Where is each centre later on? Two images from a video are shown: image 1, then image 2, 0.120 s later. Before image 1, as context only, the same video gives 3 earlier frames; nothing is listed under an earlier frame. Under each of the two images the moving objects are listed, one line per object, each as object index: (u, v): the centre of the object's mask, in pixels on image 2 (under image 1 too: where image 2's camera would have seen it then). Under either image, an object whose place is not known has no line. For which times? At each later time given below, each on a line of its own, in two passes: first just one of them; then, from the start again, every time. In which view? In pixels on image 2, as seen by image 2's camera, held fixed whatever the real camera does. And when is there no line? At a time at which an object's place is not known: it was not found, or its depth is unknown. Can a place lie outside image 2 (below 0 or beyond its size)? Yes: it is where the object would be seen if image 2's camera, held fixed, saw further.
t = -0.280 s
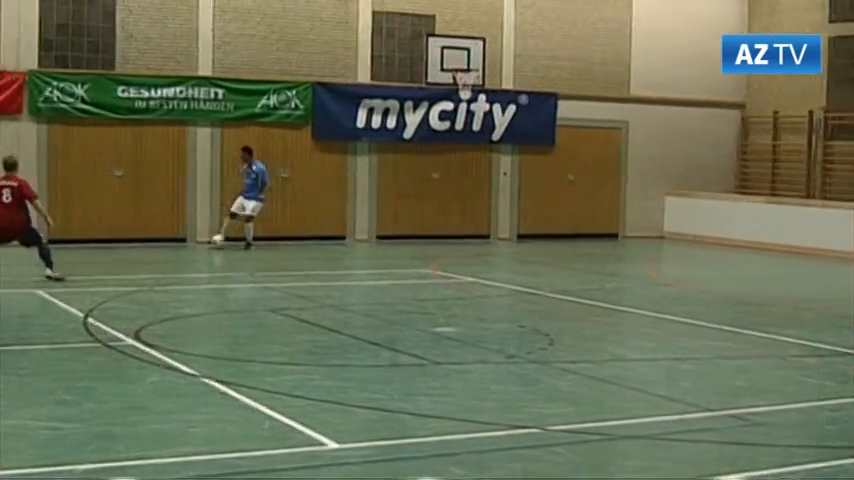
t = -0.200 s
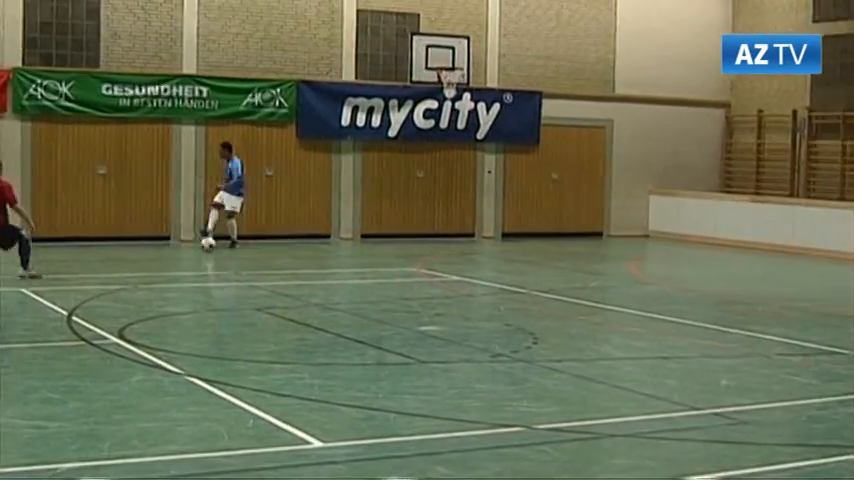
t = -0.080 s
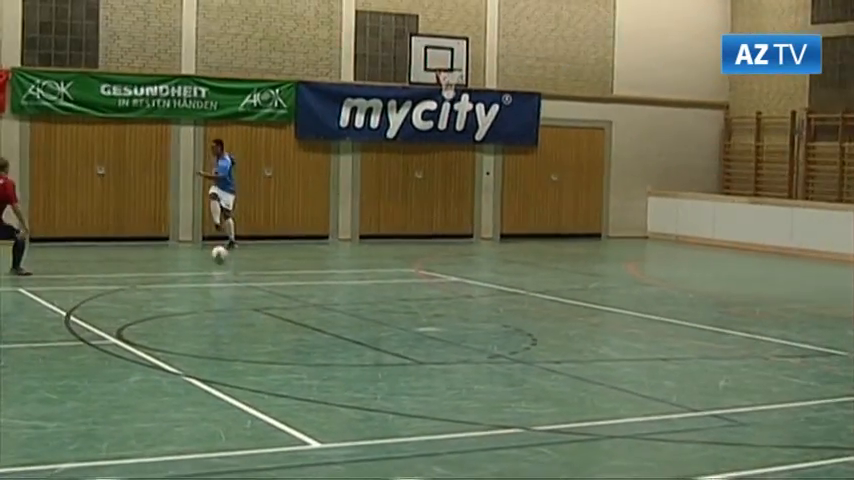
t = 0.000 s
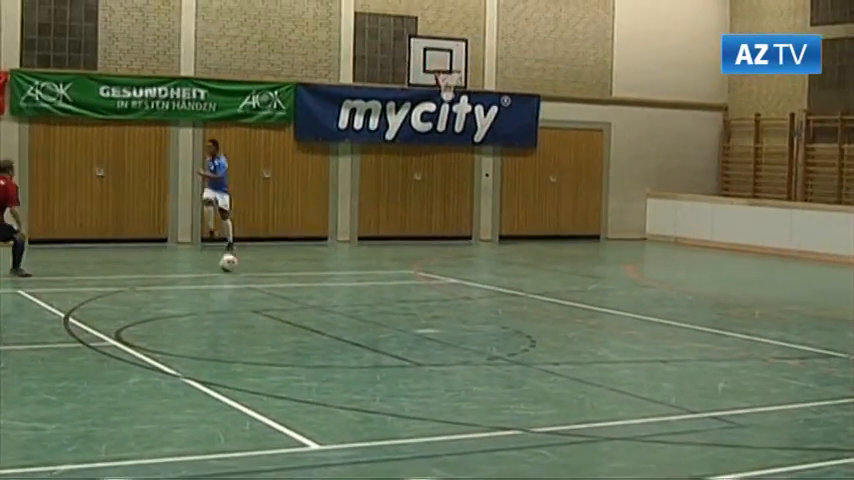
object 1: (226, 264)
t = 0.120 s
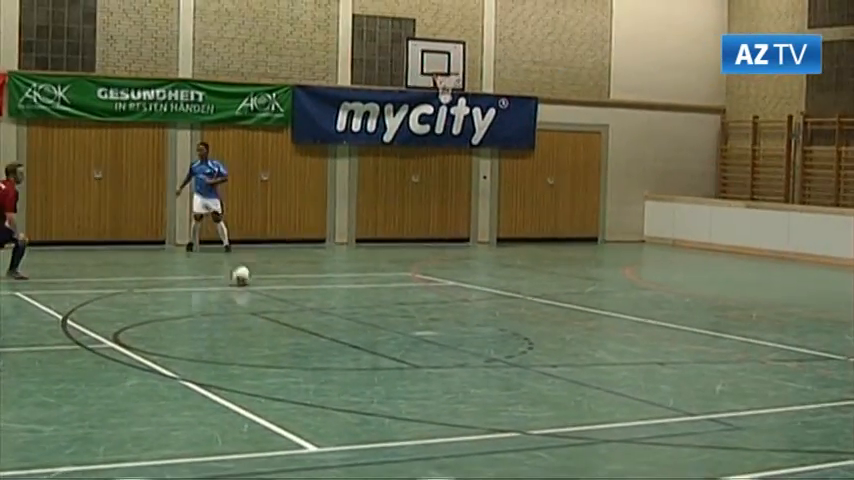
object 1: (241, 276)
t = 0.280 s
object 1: (265, 293)
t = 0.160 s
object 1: (247, 279)
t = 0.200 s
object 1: (254, 284)
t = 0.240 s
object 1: (259, 288)
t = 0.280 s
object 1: (265, 293)
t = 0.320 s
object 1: (273, 297)
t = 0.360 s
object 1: (280, 300)
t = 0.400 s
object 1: (287, 306)
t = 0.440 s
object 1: (295, 311)
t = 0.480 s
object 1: (303, 314)
